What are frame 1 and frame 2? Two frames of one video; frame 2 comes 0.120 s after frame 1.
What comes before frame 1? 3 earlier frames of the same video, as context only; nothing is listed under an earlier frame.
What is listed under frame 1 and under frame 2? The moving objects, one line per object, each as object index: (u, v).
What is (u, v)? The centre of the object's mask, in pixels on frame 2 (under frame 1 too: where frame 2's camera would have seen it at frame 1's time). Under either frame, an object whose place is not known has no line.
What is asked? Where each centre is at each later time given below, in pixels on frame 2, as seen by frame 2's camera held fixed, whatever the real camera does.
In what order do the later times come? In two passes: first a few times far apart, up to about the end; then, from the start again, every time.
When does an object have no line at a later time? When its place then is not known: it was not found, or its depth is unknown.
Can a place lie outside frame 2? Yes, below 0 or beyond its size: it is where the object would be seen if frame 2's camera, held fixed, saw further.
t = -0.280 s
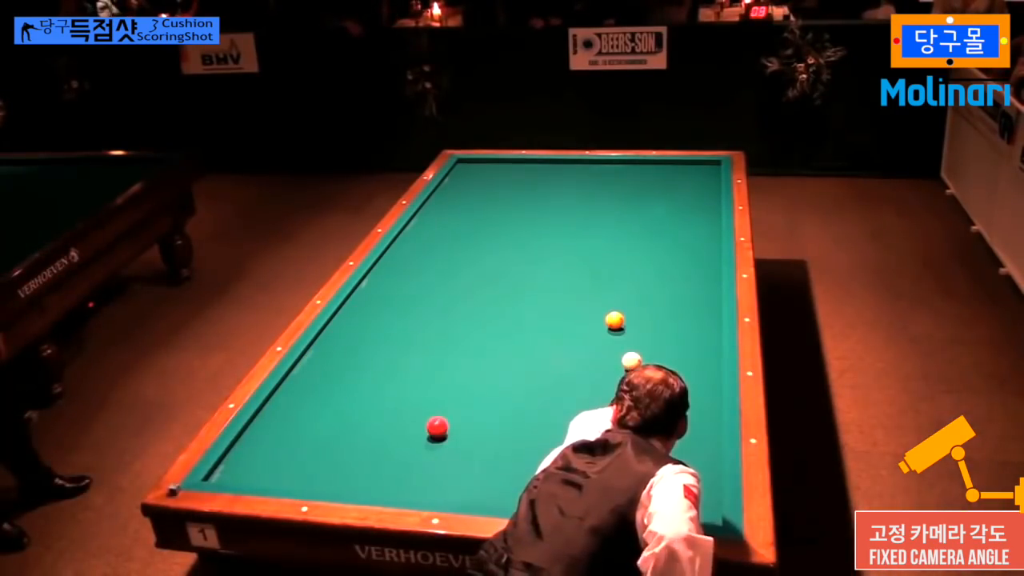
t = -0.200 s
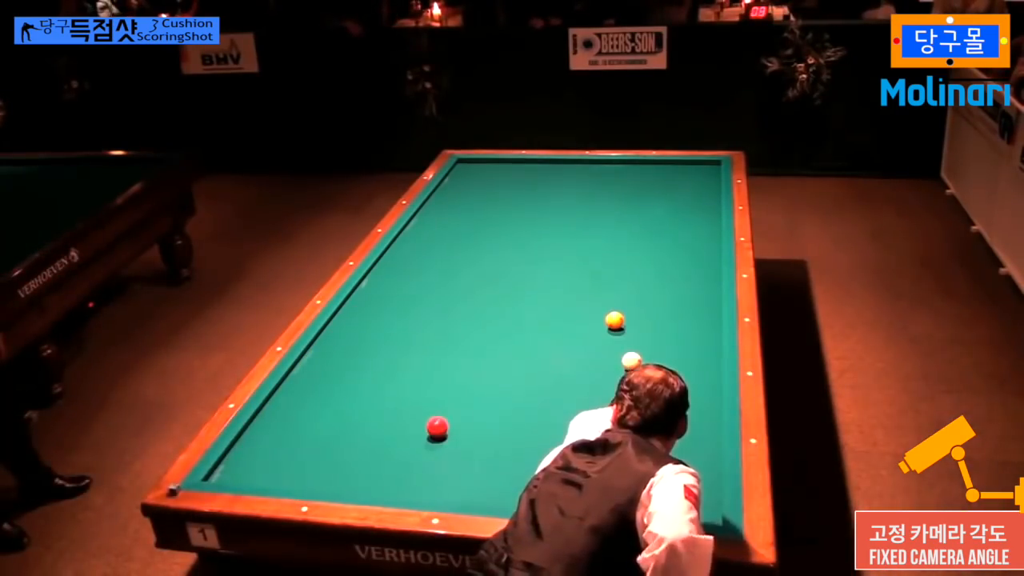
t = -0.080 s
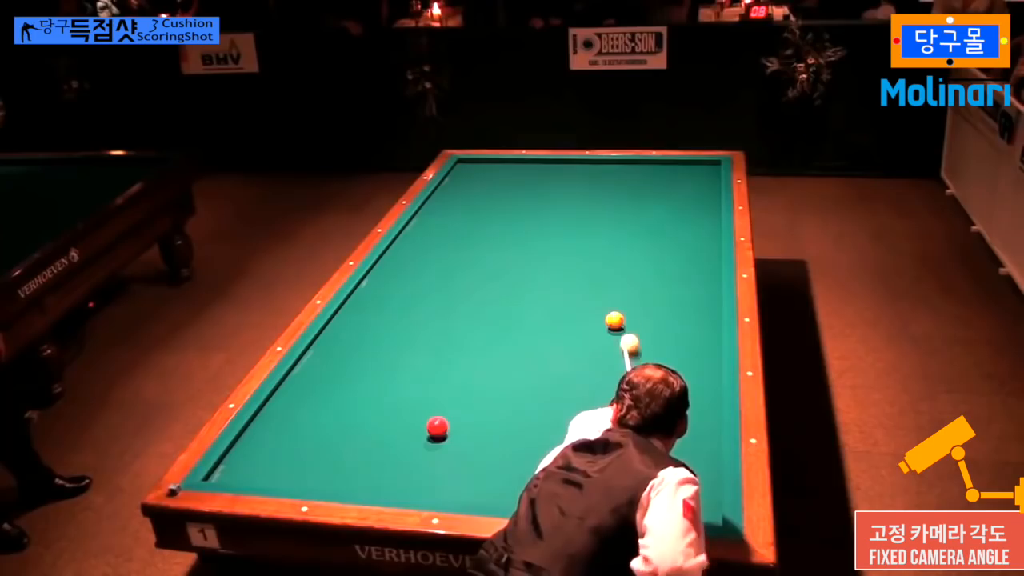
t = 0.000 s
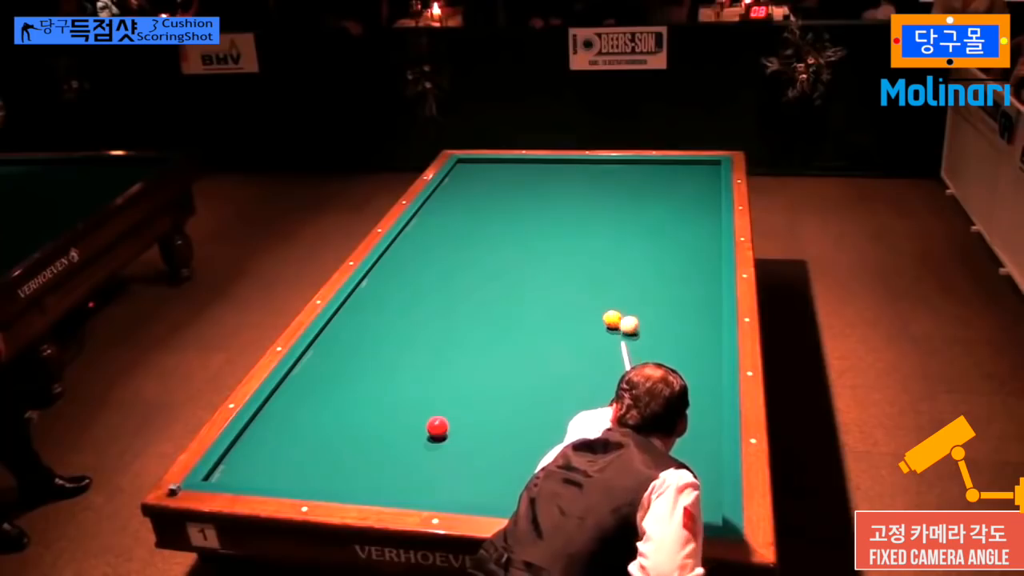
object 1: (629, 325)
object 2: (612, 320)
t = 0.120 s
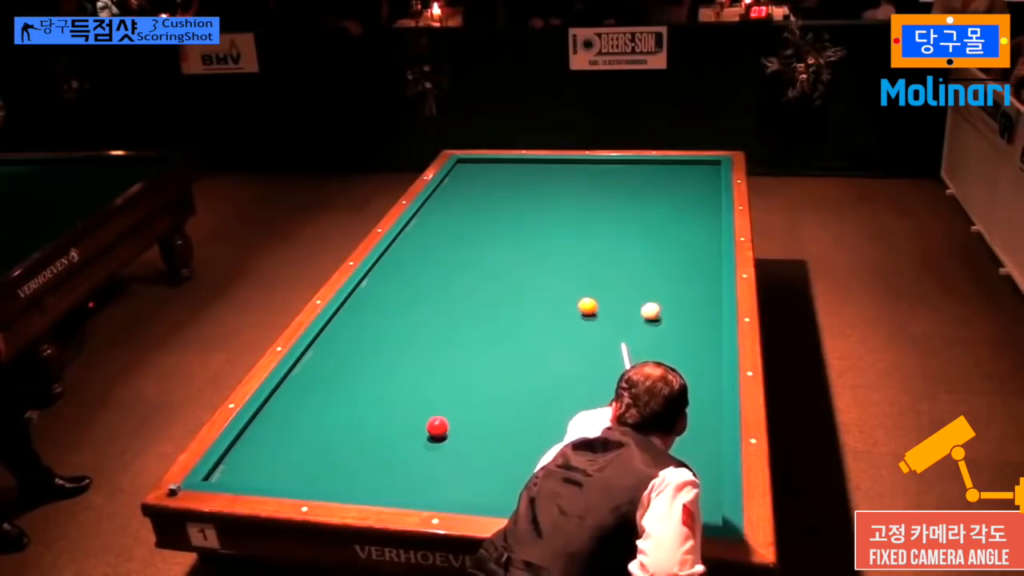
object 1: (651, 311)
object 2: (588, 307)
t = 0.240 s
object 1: (667, 297)
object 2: (569, 297)
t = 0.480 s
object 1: (695, 269)
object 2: (536, 280)
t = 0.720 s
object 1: (712, 244)
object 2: (507, 265)
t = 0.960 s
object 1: (699, 221)
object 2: (479, 251)
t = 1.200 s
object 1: (688, 201)
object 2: (455, 238)
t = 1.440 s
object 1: (678, 183)
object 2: (432, 226)
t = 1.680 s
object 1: (669, 168)
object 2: (423, 216)
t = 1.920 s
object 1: (651, 168)
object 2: (444, 209)
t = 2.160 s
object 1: (629, 176)
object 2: (463, 203)
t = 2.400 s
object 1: (607, 184)
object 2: (481, 196)
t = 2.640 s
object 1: (584, 193)
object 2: (498, 190)
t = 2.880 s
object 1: (561, 202)
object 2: (515, 185)
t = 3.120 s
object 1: (538, 211)
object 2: (530, 179)
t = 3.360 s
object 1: (513, 220)
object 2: (545, 174)
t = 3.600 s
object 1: (489, 230)
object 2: (559, 170)
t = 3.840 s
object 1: (464, 240)
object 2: (572, 165)
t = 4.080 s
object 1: (438, 250)
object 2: (584, 161)
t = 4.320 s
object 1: (412, 260)
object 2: (593, 164)
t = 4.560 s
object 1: (385, 270)
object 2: (601, 167)
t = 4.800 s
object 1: (372, 280)
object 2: (609, 169)
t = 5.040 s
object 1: (375, 289)
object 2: (617, 171)
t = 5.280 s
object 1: (378, 299)
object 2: (625, 174)
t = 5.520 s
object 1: (381, 309)
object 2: (632, 176)
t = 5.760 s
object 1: (384, 319)
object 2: (639, 178)
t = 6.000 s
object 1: (387, 329)
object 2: (646, 180)
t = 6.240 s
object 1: (390, 339)
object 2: (652, 183)
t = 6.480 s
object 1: (393, 349)
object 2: (658, 184)
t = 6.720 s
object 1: (396, 359)
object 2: (664, 186)
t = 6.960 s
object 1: (399, 369)
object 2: (670, 188)
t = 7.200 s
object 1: (401, 380)
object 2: (675, 190)
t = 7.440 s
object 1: (405, 390)
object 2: (680, 191)
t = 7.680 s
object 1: (408, 400)
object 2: (684, 192)
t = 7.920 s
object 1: (410, 409)
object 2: (688, 193)
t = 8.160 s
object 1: (413, 419)
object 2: (692, 195)
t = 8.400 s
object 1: (415, 428)
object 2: (695, 196)
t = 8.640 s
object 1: (416, 437)
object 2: (697, 197)
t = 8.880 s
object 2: (700, 198)
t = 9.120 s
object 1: (415, 455)
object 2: (702, 198)
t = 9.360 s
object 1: (414, 464)
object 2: (703, 199)
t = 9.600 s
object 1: (413, 472)
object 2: (704, 199)
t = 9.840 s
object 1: (413, 480)
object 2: (705, 199)
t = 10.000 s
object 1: (412, 485)
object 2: (705, 199)
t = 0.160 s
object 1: (657, 306)
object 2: (581, 303)
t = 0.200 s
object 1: (662, 302)
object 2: (575, 300)
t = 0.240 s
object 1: (667, 297)
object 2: (569, 297)
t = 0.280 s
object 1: (673, 292)
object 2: (563, 294)
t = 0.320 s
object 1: (677, 287)
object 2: (558, 291)
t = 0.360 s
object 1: (682, 282)
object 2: (552, 288)
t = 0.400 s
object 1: (687, 278)
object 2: (547, 285)
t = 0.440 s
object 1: (691, 273)
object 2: (541, 283)
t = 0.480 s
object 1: (695, 269)
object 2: (536, 280)
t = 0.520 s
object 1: (700, 265)
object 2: (531, 277)
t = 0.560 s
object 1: (704, 260)
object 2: (526, 275)
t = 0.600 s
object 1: (708, 256)
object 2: (521, 272)
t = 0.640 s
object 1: (712, 252)
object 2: (516, 270)
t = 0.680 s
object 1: (714, 248)
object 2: (511, 267)
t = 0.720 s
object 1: (712, 244)
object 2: (507, 265)
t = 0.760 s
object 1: (709, 240)
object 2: (502, 262)
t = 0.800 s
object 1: (707, 236)
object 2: (497, 260)
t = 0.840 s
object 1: (705, 232)
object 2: (493, 257)
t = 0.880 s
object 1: (703, 228)
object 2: (488, 255)
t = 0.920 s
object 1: (701, 225)
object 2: (484, 253)
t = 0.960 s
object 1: (699, 221)
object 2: (479, 251)
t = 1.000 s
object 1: (697, 218)
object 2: (475, 248)
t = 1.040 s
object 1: (695, 214)
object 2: (471, 246)
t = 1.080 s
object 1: (693, 211)
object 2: (467, 244)
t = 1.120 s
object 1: (691, 207)
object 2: (463, 242)
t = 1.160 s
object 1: (690, 204)
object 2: (459, 240)
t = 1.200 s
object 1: (688, 201)
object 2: (455, 238)
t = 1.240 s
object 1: (686, 198)
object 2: (451, 236)
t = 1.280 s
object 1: (684, 195)
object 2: (447, 234)
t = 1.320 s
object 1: (682, 192)
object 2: (443, 232)
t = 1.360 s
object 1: (681, 189)
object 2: (439, 230)
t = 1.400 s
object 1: (679, 186)
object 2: (436, 228)
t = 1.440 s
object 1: (678, 183)
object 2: (432, 226)
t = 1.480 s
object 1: (676, 180)
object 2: (429, 224)
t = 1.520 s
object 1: (674, 178)
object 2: (425, 223)
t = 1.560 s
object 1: (673, 175)
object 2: (422, 221)
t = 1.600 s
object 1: (671, 173)
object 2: (418, 219)
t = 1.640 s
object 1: (670, 170)
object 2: (418, 217)
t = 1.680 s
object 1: (669, 168)
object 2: (423, 216)
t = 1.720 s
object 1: (667, 165)
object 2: (426, 215)
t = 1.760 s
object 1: (666, 162)
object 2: (430, 214)
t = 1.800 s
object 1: (663, 162)
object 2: (433, 213)
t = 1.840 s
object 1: (659, 165)
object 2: (437, 212)
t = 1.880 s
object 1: (655, 166)
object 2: (440, 210)
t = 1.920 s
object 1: (651, 168)
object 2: (444, 209)
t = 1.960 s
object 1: (648, 169)
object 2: (447, 208)
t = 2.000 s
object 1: (644, 171)
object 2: (450, 207)
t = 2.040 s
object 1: (641, 172)
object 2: (453, 206)
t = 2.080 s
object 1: (637, 173)
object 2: (456, 205)
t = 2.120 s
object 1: (633, 175)
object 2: (460, 204)
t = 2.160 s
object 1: (629, 176)
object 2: (463, 203)
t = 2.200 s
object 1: (626, 177)
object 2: (466, 202)
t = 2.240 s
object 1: (622, 179)
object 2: (469, 201)
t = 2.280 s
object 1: (618, 180)
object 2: (472, 200)
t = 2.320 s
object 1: (615, 182)
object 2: (475, 198)
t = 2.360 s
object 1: (611, 183)
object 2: (478, 197)
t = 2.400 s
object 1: (607, 184)
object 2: (481, 196)
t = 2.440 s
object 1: (603, 186)
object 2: (484, 195)
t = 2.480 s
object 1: (600, 187)
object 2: (487, 194)
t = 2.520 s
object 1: (596, 189)
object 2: (490, 193)
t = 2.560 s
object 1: (592, 190)
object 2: (493, 192)
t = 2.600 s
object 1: (588, 192)
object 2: (496, 191)
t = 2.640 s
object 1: (584, 193)
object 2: (498, 190)
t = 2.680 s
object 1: (581, 194)
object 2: (501, 190)
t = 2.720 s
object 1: (577, 196)
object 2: (504, 188)
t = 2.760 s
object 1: (573, 197)
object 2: (507, 187)
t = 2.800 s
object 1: (569, 199)
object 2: (510, 186)
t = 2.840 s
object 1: (565, 200)
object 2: (512, 186)
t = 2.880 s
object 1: (561, 202)
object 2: (515, 185)
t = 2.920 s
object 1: (557, 203)
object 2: (517, 184)
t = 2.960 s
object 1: (553, 205)
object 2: (520, 183)
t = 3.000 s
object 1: (550, 206)
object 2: (523, 182)
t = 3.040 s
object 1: (546, 208)
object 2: (526, 181)
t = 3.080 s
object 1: (542, 209)
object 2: (528, 180)
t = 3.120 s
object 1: (538, 211)
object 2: (530, 179)
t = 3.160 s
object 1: (534, 213)
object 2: (533, 179)
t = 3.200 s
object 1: (530, 214)
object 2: (536, 178)
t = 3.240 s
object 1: (526, 216)
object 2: (538, 177)
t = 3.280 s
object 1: (522, 217)
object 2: (540, 176)
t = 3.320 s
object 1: (518, 219)
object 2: (543, 175)
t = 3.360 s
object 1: (513, 220)
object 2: (545, 174)
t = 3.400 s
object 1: (509, 222)
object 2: (548, 174)
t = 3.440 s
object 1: (506, 224)
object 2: (550, 173)
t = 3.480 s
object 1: (501, 225)
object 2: (552, 172)
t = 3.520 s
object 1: (497, 227)
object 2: (555, 171)
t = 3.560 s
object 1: (493, 228)
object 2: (557, 171)
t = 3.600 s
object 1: (489, 230)
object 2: (559, 170)
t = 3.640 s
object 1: (484, 231)
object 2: (561, 169)
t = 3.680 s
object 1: (481, 233)
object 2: (564, 168)
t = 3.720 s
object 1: (476, 235)
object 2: (566, 168)
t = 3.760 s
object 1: (472, 236)
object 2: (568, 167)
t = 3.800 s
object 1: (468, 238)
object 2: (570, 166)
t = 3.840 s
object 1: (464, 240)
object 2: (572, 165)
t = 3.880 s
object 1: (460, 241)
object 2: (574, 165)
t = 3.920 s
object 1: (455, 243)
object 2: (577, 164)
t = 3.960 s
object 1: (451, 245)
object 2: (578, 163)
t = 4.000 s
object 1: (447, 246)
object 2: (581, 162)
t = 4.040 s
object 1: (443, 248)
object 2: (582, 161)
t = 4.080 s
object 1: (438, 250)
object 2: (584, 161)
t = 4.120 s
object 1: (434, 251)
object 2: (586, 162)
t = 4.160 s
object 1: (430, 253)
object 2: (587, 162)
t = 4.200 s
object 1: (425, 255)
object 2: (588, 163)
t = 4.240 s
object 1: (421, 256)
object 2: (590, 163)
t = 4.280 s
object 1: (416, 258)
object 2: (591, 163)
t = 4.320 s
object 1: (412, 260)
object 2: (593, 164)
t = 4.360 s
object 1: (407, 262)
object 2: (594, 164)
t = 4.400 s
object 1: (403, 263)
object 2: (595, 165)
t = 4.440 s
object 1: (398, 265)
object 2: (597, 165)
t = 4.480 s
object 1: (394, 267)
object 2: (598, 166)
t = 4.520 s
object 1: (390, 268)
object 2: (600, 166)
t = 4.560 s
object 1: (385, 270)
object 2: (601, 167)
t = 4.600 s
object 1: (381, 272)
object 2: (602, 167)
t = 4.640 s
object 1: (376, 274)
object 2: (604, 168)
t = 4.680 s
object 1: (372, 275)
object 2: (605, 168)
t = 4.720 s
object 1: (371, 277)
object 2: (607, 168)
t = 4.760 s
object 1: (372, 278)
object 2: (608, 169)
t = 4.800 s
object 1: (372, 280)
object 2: (609, 169)
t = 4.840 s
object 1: (373, 282)
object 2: (611, 170)
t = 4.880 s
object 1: (373, 283)
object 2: (612, 170)
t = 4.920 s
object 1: (374, 284)
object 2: (613, 170)
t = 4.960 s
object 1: (374, 286)
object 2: (615, 171)
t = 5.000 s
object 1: (375, 288)
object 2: (616, 171)
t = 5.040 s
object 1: (375, 289)
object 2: (617, 171)
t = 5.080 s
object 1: (376, 291)
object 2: (619, 172)
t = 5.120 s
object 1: (376, 293)
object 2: (620, 172)
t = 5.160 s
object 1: (377, 294)
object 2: (621, 173)
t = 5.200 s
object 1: (377, 296)
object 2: (622, 173)
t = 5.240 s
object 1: (378, 297)
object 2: (623, 173)
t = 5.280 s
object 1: (378, 299)
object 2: (625, 174)
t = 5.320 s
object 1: (379, 301)
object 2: (626, 174)
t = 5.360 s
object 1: (379, 302)
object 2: (627, 174)
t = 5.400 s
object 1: (380, 304)
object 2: (628, 175)
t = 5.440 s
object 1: (380, 306)
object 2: (630, 175)
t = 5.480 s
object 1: (381, 307)
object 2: (631, 176)
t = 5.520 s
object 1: (381, 309)
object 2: (632, 176)
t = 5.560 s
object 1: (382, 311)
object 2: (633, 177)
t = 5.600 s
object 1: (382, 312)
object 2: (634, 177)
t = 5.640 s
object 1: (382, 314)
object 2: (635, 177)
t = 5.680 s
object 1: (383, 315)
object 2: (637, 178)
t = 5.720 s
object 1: (383, 317)
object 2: (638, 178)
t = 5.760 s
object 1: (384, 319)
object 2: (639, 178)
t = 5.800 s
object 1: (385, 320)
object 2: (640, 179)
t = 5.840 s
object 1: (385, 322)
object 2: (641, 179)
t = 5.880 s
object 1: (385, 324)
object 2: (642, 179)
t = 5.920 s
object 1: (386, 325)
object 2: (643, 180)
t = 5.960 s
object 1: (386, 327)
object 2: (645, 180)
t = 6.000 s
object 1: (387, 329)
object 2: (646, 180)
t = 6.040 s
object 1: (387, 330)
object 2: (647, 181)
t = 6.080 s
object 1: (388, 332)
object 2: (648, 181)
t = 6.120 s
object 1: (388, 334)
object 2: (649, 181)
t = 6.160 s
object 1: (389, 335)
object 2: (650, 182)
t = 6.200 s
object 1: (389, 337)
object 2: (651, 182)
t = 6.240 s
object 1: (390, 339)
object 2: (652, 183)
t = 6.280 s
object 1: (390, 340)
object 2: (654, 183)
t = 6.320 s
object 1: (391, 342)
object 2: (654, 183)
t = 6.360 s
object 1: (391, 344)
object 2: (655, 184)
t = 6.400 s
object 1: (392, 346)
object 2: (657, 184)
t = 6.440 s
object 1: (392, 347)
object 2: (657, 184)
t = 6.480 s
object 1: (393, 349)
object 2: (658, 184)
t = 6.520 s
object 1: (393, 351)
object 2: (659, 185)
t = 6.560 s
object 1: (394, 352)
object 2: (660, 185)
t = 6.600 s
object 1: (394, 354)
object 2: (661, 185)
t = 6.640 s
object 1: (395, 356)
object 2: (662, 186)
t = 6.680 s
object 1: (395, 358)
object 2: (663, 186)
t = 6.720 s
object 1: (396, 359)
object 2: (664, 186)
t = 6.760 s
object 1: (396, 361)
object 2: (665, 187)
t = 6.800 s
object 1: (397, 363)
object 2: (666, 187)
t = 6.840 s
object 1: (397, 364)
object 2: (667, 187)
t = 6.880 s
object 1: (398, 366)
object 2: (668, 188)
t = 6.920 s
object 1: (398, 368)
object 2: (669, 188)
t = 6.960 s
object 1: (399, 369)
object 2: (670, 188)
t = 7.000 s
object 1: (399, 371)
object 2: (671, 188)
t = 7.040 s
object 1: (399, 373)
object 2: (671, 189)
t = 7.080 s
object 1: (400, 375)
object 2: (672, 189)
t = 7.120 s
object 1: (400, 376)
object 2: (673, 189)
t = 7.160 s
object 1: (401, 378)
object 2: (674, 189)
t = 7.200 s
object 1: (401, 380)
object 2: (675, 190)
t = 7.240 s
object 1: (402, 381)
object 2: (676, 190)
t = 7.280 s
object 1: (403, 383)
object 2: (677, 190)
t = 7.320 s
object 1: (403, 384)
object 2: (677, 190)
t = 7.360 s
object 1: (404, 386)
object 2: (678, 191)
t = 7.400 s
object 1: (404, 388)
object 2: (679, 191)
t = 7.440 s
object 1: (405, 390)
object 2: (680, 191)
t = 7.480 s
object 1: (405, 391)
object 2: (680, 191)
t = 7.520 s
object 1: (406, 393)
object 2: (681, 192)
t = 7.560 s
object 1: (406, 395)
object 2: (682, 192)
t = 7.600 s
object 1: (407, 396)
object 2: (683, 192)
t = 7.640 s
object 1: (407, 398)
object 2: (683, 192)
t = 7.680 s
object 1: (408, 400)
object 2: (684, 192)
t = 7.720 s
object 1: (408, 401)
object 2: (685, 193)
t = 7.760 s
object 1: (409, 403)
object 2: (685, 193)
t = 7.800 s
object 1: (409, 405)
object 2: (686, 193)
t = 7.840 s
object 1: (410, 406)
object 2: (687, 193)
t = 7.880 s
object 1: (410, 408)
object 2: (687, 193)
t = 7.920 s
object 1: (410, 409)
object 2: (688, 193)
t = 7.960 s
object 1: (411, 411)
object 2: (689, 194)
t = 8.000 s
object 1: (411, 413)
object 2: (690, 194)
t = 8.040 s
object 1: (412, 414)
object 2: (690, 194)
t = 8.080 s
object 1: (412, 416)
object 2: (691, 194)
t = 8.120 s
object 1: (413, 417)
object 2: (691, 195)
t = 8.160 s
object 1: (413, 419)
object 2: (692, 195)
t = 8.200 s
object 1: (414, 421)
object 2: (692, 195)
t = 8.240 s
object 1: (414, 422)
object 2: (693, 195)
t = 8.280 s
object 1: (415, 424)
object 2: (693, 195)
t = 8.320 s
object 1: (415, 425)
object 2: (694, 195)
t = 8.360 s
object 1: (415, 427)
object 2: (694, 196)
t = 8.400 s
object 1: (415, 428)
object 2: (695, 196)
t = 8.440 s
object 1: (415, 430)
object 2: (695, 196)
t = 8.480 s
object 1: (415, 431)
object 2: (696, 196)
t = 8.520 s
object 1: (416, 433)
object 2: (696, 196)
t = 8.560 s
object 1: (416, 435)
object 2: (697, 197)
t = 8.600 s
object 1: (416, 436)
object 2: (697, 197)
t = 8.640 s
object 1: (416, 437)
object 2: (697, 197)
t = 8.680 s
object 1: (415, 440)
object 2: (698, 197)
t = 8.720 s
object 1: (412, 442)
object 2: (698, 197)
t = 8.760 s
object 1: (407, 443)
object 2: (699, 197)
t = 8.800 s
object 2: (699, 197)
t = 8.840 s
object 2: (700, 198)
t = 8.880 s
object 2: (700, 198)
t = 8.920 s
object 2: (700, 198)
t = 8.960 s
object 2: (701, 198)
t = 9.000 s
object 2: (701, 198)
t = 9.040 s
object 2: (701, 198)
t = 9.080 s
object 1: (416, 453)
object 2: (702, 198)
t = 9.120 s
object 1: (415, 455)
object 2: (702, 198)
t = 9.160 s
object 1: (415, 457)
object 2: (702, 198)
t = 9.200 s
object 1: (415, 458)
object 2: (702, 198)
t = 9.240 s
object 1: (414, 460)
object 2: (703, 198)
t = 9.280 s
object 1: (414, 461)
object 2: (703, 198)
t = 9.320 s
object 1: (414, 463)
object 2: (703, 199)
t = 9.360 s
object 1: (414, 464)
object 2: (703, 199)
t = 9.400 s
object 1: (414, 465)
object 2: (704, 199)
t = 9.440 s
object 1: (414, 467)
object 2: (704, 199)
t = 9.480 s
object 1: (414, 468)
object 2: (704, 199)
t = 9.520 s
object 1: (413, 469)
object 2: (704, 199)
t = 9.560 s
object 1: (414, 471)
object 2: (704, 199)
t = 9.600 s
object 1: (413, 472)
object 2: (704, 199)
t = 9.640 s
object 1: (413, 474)
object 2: (705, 199)
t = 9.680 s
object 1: (413, 475)
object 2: (705, 199)
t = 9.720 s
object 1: (413, 476)
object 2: (705, 199)
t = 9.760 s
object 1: (413, 478)
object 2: (705, 199)
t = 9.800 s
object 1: (413, 479)
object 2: (705, 199)
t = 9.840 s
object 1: (413, 480)
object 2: (705, 199)
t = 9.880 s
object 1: (412, 481)
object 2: (705, 199)
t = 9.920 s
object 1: (412, 483)
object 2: (705, 199)
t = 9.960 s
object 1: (412, 484)
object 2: (705, 199)
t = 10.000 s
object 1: (412, 485)
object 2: (705, 199)
